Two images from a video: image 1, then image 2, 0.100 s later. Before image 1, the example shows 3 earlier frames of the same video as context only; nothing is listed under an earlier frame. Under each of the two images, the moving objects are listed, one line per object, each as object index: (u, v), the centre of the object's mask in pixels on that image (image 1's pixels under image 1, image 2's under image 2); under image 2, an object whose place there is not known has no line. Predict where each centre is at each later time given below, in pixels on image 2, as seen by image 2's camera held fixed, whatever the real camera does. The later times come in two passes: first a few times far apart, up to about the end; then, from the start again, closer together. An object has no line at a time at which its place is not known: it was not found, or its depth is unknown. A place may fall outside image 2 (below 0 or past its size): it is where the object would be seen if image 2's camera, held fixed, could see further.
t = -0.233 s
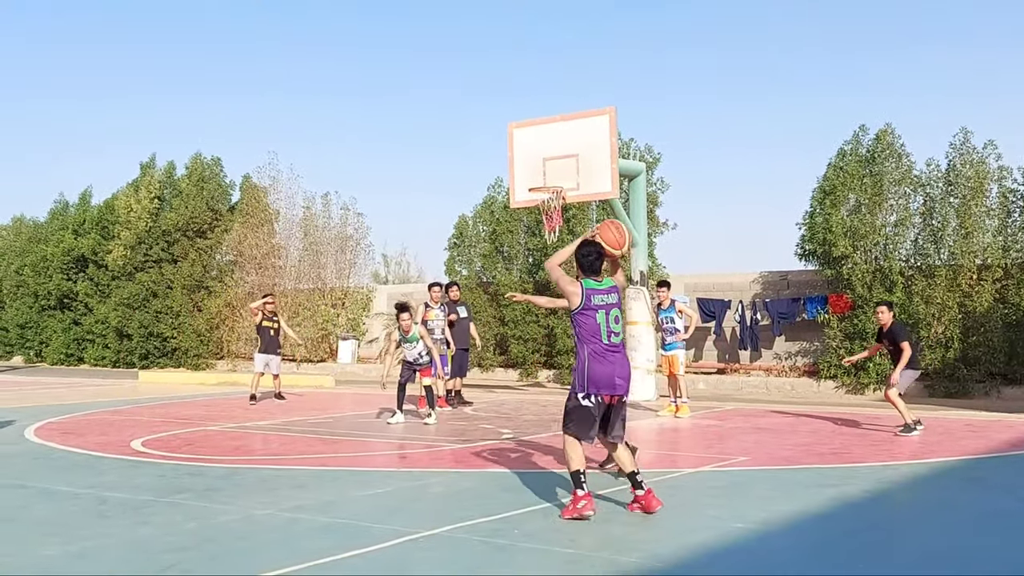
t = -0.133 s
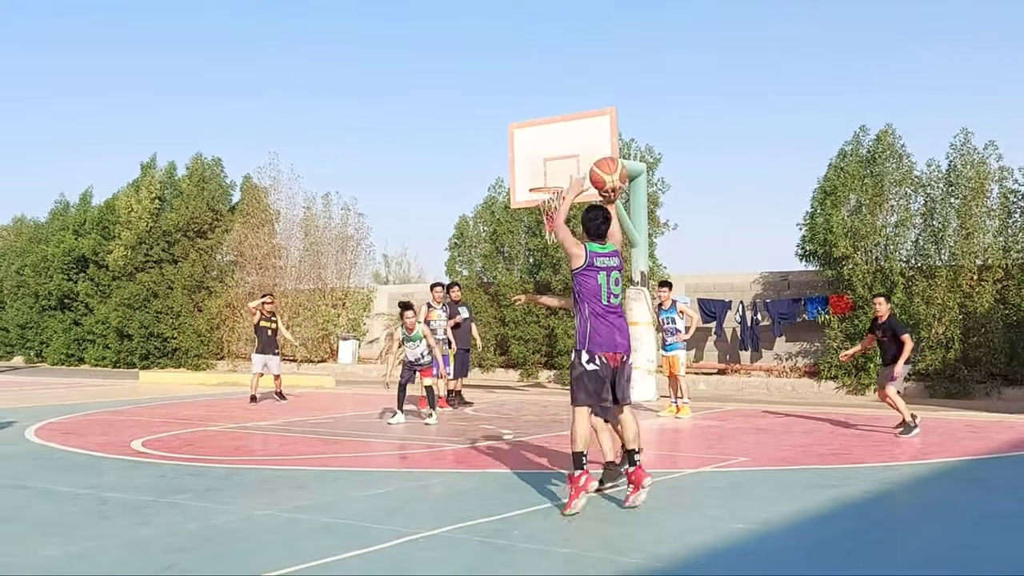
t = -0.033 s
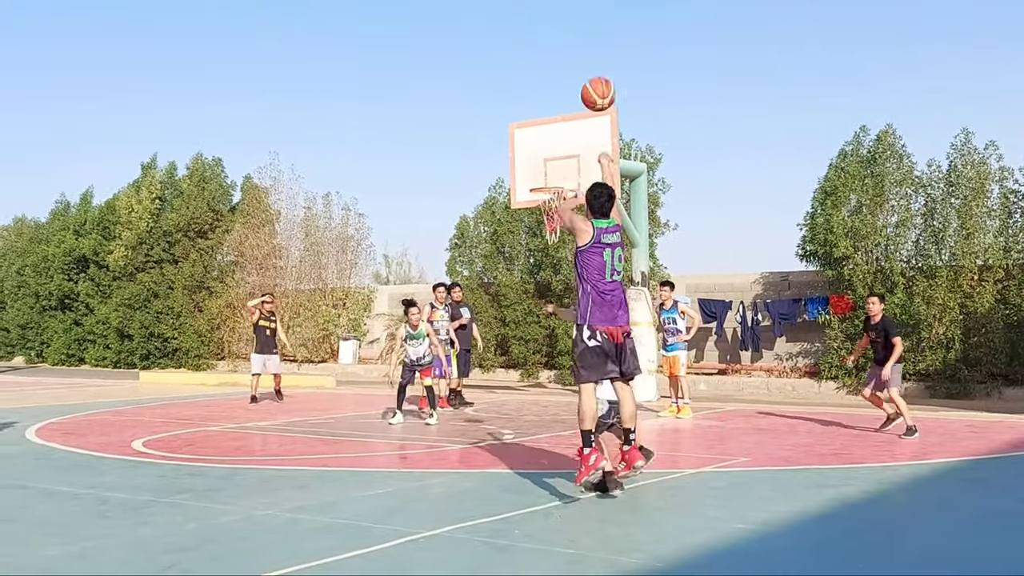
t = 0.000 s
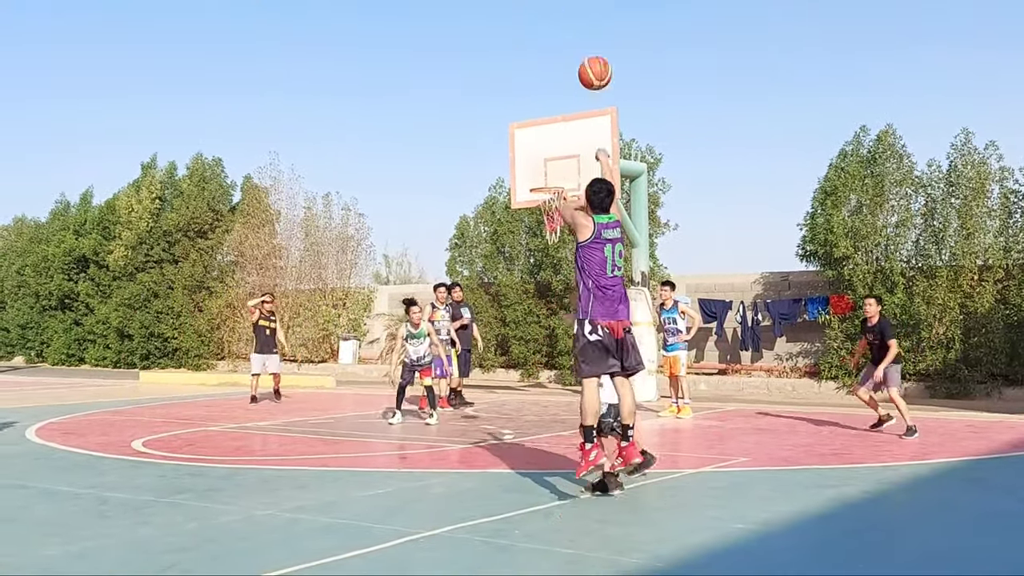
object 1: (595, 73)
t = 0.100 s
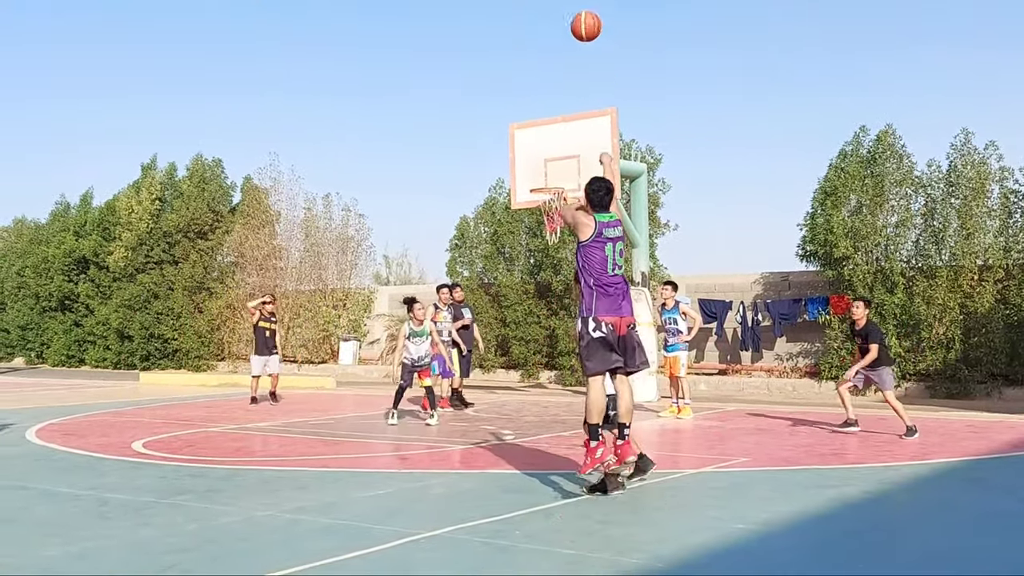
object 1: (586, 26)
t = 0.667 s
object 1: (553, 18)
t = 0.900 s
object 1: (545, 91)
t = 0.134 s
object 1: (583, 14)
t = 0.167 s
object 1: (581, 8)
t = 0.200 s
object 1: (578, 3)
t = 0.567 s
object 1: (557, 2)
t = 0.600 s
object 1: (556, 5)
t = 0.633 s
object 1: (554, 10)
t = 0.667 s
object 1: (553, 18)
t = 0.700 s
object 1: (552, 27)
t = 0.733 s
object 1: (550, 36)
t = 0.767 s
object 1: (549, 46)
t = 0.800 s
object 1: (548, 57)
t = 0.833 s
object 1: (547, 67)
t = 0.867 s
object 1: (546, 79)
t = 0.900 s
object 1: (545, 91)
